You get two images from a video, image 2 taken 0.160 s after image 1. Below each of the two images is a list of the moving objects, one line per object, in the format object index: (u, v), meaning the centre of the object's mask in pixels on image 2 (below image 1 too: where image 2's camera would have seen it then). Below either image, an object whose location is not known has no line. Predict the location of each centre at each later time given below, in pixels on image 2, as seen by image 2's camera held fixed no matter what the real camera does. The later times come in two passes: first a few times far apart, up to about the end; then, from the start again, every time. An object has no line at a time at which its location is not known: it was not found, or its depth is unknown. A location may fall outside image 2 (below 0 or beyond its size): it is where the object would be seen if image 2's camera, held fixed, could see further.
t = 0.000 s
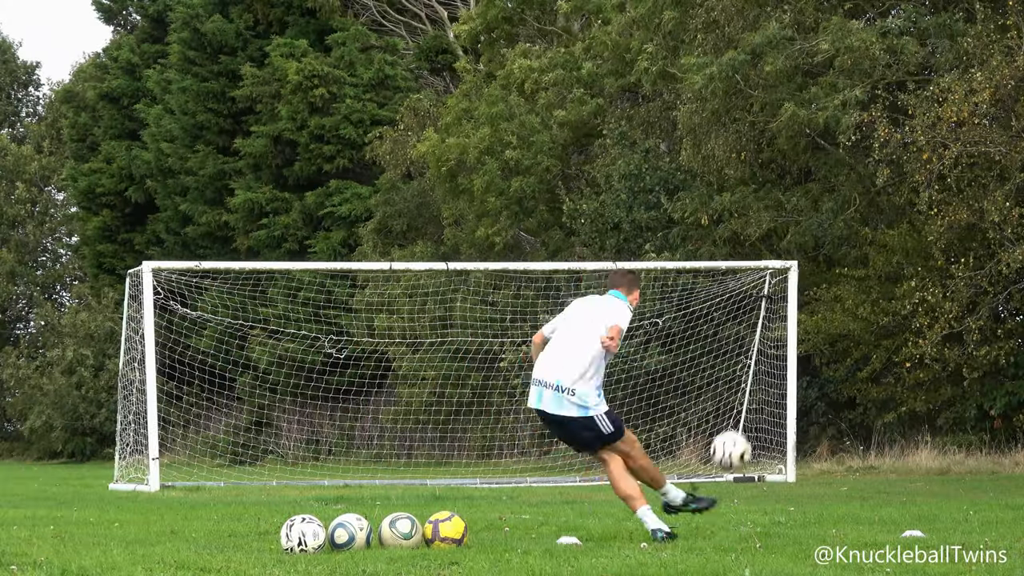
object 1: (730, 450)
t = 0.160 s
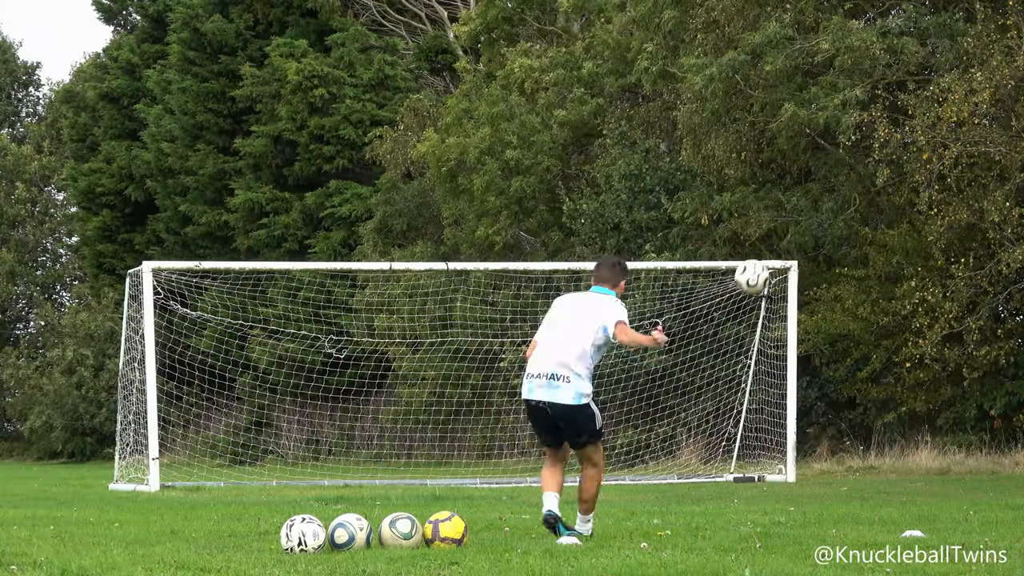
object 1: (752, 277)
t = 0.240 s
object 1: (762, 221)
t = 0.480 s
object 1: (779, 156)
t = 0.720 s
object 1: (788, 169)
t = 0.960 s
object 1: (805, 226)
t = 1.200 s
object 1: (816, 323)
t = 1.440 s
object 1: (815, 447)
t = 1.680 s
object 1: (802, 441)
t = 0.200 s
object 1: (757, 246)
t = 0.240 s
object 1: (762, 221)
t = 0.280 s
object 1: (767, 201)
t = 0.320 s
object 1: (770, 186)
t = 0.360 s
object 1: (773, 175)
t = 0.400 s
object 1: (775, 166)
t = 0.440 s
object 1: (777, 160)
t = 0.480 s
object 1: (779, 156)
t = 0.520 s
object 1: (780, 154)
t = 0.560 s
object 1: (782, 154)
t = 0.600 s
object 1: (783, 155)
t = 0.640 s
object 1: (785, 159)
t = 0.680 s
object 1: (787, 164)
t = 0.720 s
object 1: (788, 169)
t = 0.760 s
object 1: (790, 175)
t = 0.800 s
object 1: (793, 183)
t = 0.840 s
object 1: (795, 191)
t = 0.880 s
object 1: (798, 202)
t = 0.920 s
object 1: (801, 212)
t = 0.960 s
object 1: (805, 226)
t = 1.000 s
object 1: (808, 240)
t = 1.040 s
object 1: (810, 255)
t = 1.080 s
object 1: (812, 271)
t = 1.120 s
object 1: (814, 287)
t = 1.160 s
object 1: (815, 305)
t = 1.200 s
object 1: (816, 323)
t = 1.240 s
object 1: (817, 342)
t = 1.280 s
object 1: (817, 362)
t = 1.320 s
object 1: (817, 382)
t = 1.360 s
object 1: (817, 404)
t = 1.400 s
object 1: (817, 425)
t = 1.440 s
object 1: (815, 447)
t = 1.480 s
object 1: (814, 464)
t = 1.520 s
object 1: (812, 459)
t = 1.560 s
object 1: (810, 453)
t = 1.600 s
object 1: (807, 448)
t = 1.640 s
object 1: (805, 446)
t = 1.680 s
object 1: (802, 441)
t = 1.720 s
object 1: (801, 439)
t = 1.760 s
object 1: (800, 440)
